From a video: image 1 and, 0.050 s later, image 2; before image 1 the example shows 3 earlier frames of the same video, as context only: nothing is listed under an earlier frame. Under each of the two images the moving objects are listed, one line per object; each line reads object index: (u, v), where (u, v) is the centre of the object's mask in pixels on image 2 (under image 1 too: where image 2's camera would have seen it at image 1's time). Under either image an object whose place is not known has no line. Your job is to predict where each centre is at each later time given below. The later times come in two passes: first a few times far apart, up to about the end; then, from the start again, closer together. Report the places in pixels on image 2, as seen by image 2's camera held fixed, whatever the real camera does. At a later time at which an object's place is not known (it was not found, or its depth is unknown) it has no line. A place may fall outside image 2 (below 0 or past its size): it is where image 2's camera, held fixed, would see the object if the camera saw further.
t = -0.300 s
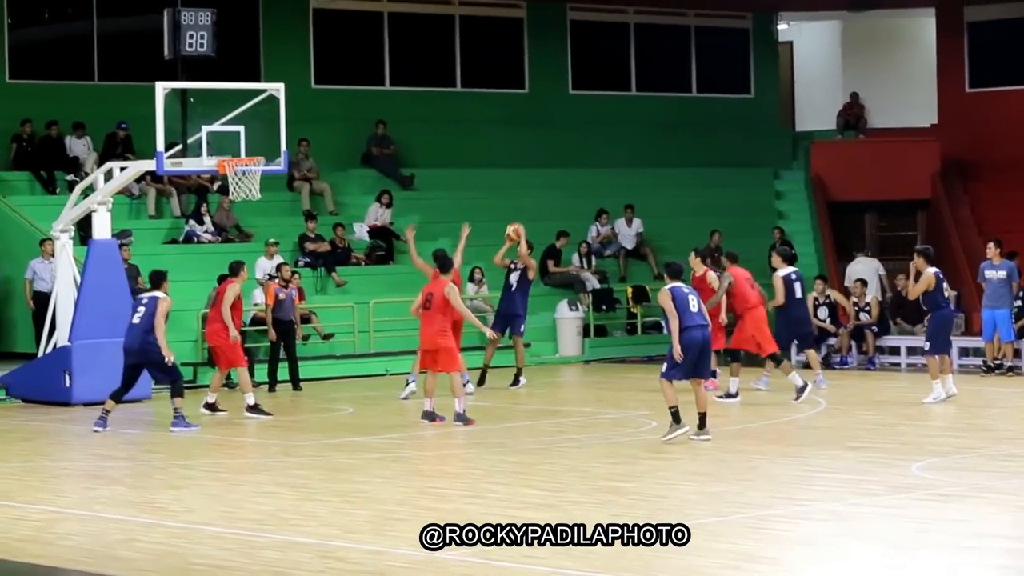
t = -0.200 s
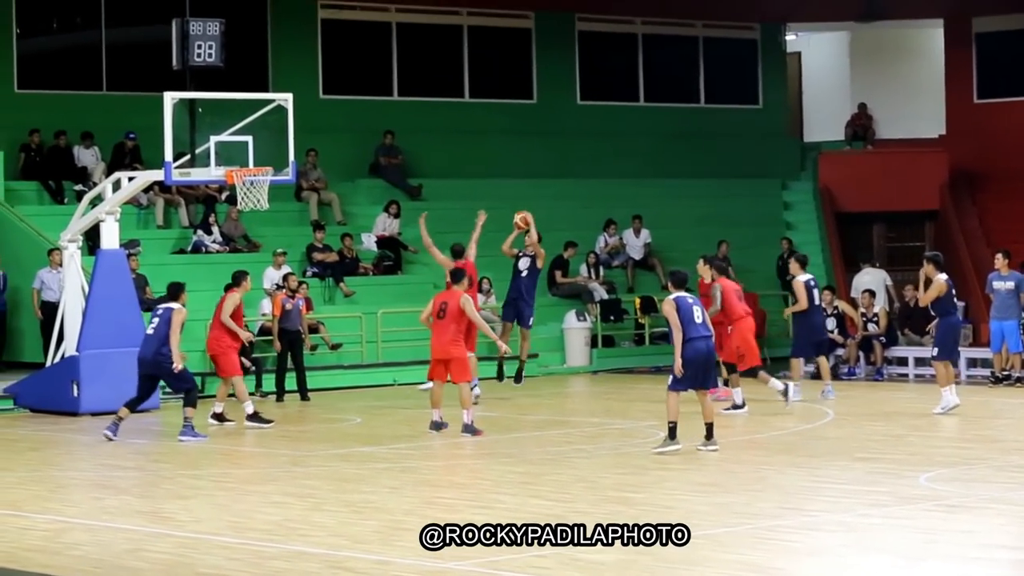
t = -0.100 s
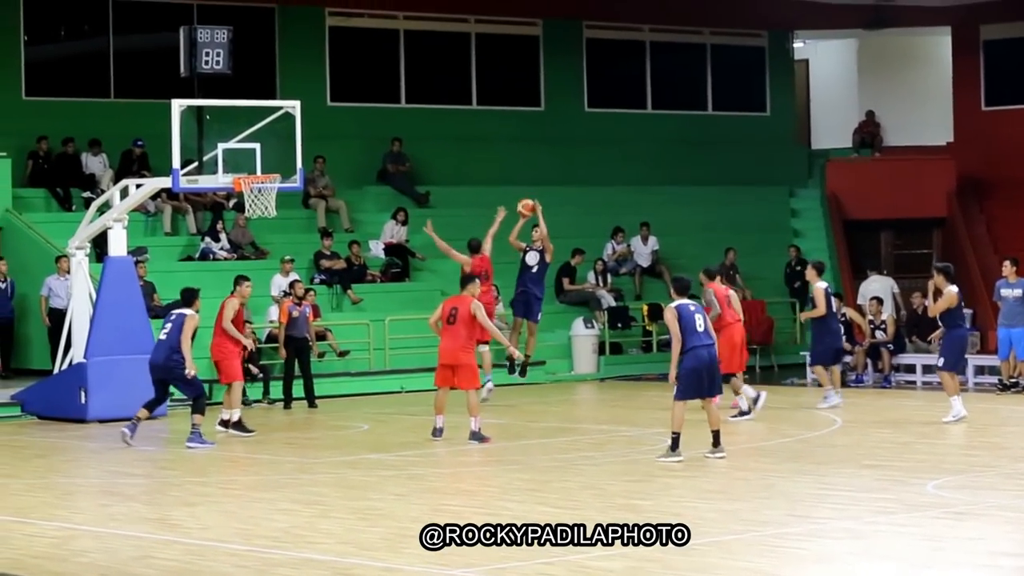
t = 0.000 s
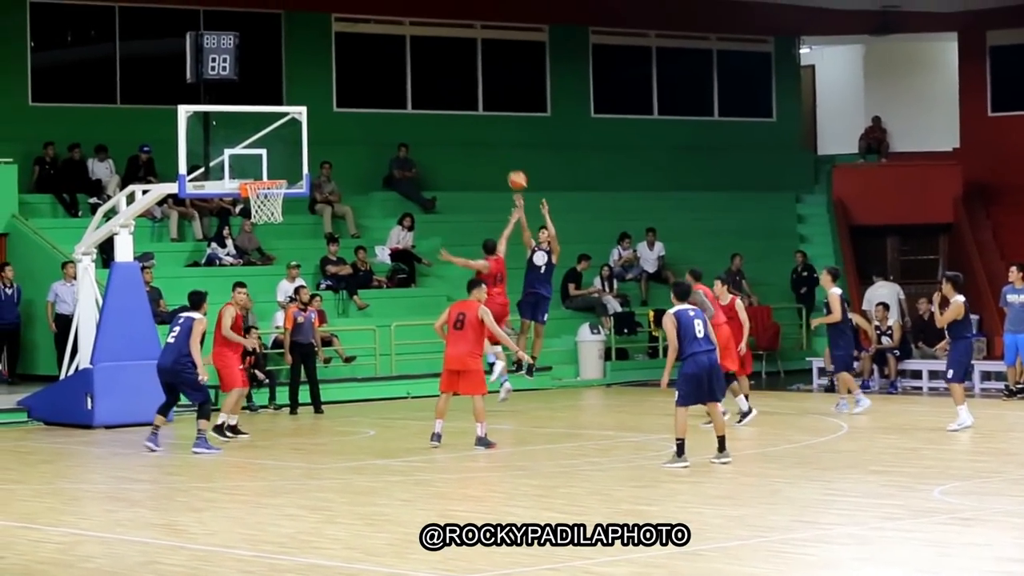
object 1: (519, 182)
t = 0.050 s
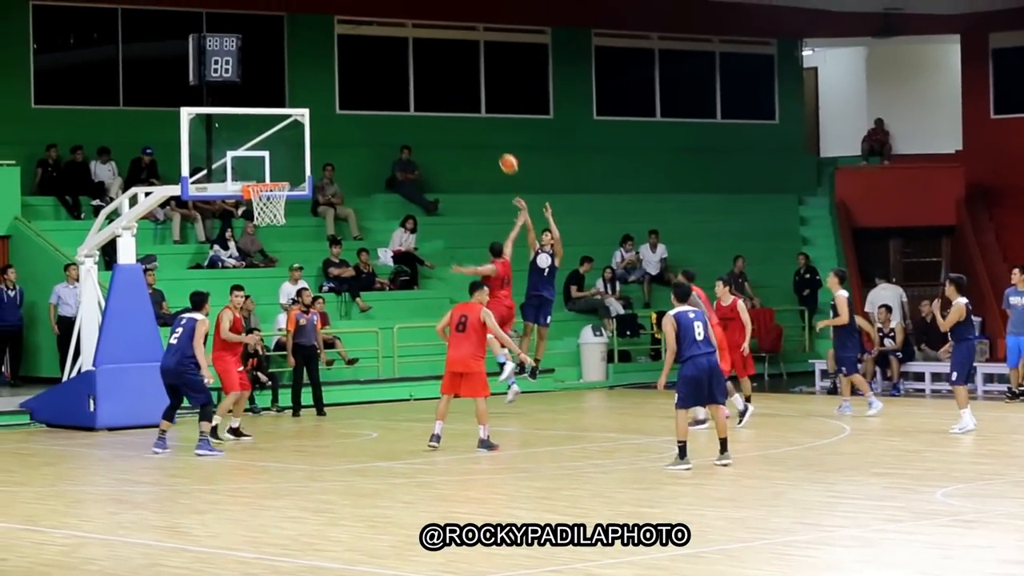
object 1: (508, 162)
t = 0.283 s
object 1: (454, 98)
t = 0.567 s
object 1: (389, 72)
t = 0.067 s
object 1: (505, 156)
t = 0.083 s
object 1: (501, 151)
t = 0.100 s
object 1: (497, 145)
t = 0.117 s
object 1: (493, 139)
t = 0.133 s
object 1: (489, 134)
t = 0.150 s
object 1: (486, 129)
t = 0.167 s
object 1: (482, 125)
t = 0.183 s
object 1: (478, 119)
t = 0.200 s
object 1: (474, 115)
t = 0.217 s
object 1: (470, 110)
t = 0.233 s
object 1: (466, 107)
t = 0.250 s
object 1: (462, 103)
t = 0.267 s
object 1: (458, 102)
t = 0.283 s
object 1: (454, 98)
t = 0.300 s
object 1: (450, 95)
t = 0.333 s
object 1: (443, 89)
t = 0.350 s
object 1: (439, 88)
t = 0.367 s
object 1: (435, 85)
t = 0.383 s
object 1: (431, 83)
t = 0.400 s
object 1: (427, 80)
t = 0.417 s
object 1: (424, 78)
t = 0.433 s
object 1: (420, 76)
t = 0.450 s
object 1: (415, 77)
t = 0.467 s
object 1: (411, 75)
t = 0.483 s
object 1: (408, 75)
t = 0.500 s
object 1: (404, 74)
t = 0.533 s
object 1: (397, 72)
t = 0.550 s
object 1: (394, 72)
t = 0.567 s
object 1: (389, 72)
